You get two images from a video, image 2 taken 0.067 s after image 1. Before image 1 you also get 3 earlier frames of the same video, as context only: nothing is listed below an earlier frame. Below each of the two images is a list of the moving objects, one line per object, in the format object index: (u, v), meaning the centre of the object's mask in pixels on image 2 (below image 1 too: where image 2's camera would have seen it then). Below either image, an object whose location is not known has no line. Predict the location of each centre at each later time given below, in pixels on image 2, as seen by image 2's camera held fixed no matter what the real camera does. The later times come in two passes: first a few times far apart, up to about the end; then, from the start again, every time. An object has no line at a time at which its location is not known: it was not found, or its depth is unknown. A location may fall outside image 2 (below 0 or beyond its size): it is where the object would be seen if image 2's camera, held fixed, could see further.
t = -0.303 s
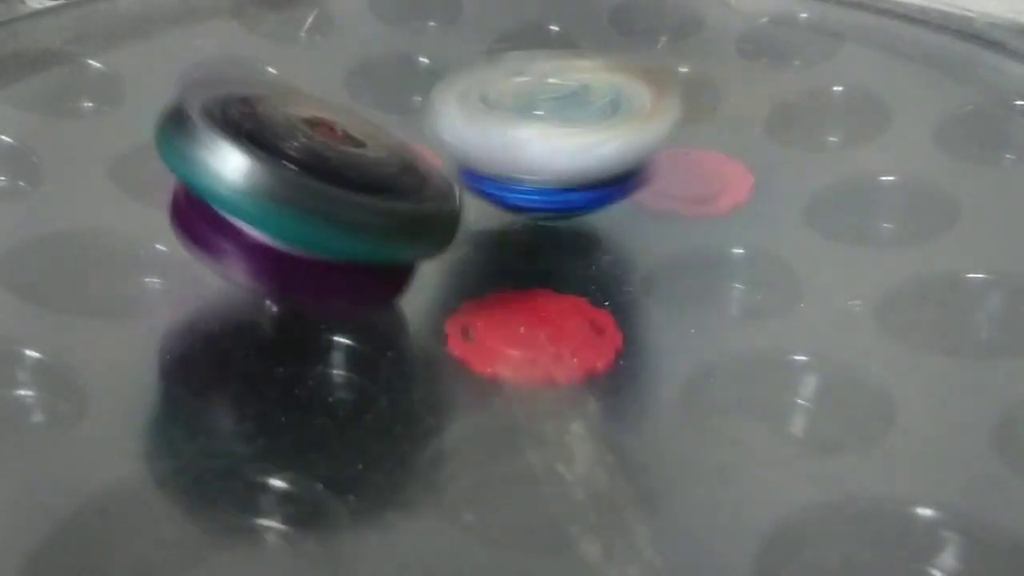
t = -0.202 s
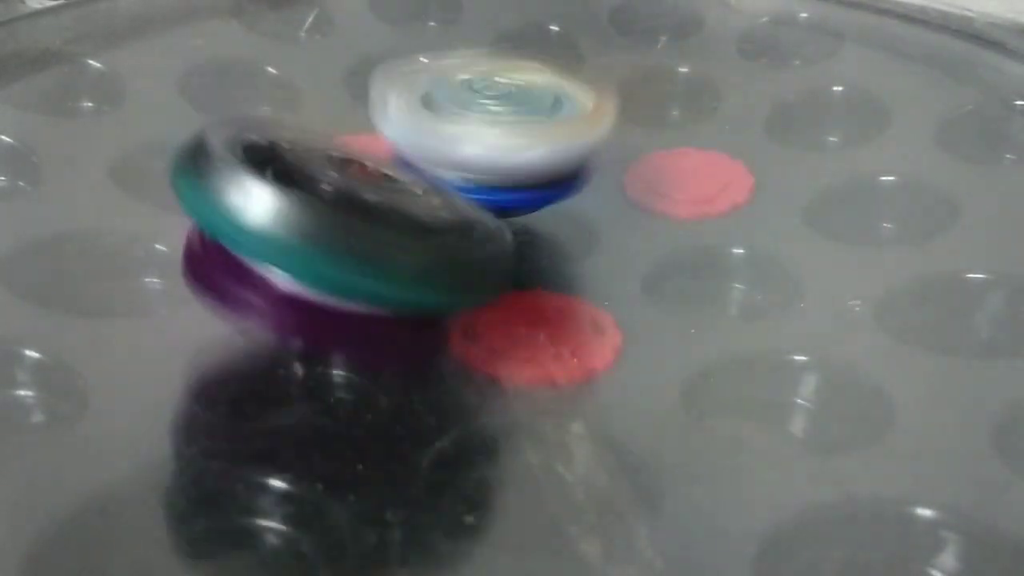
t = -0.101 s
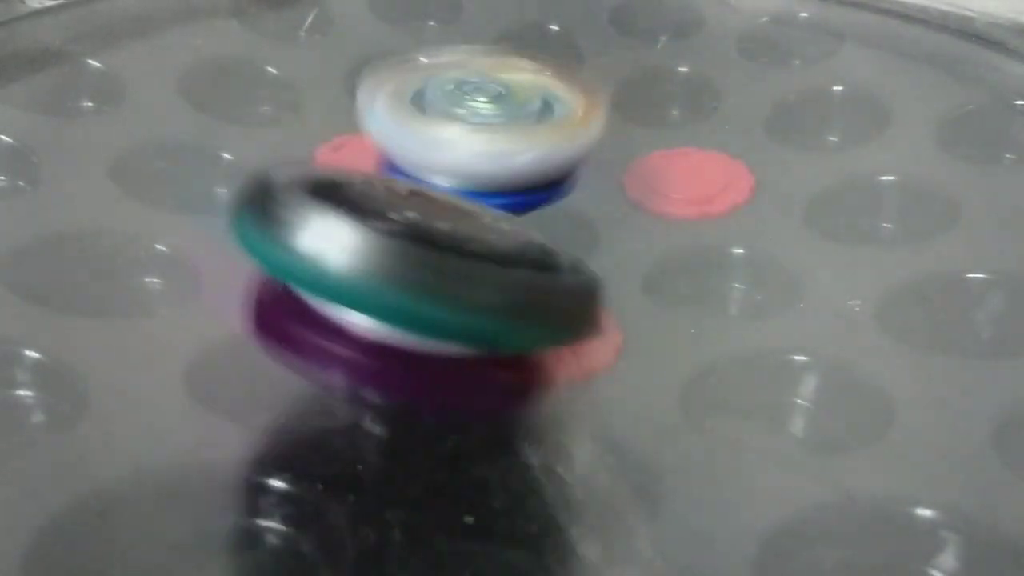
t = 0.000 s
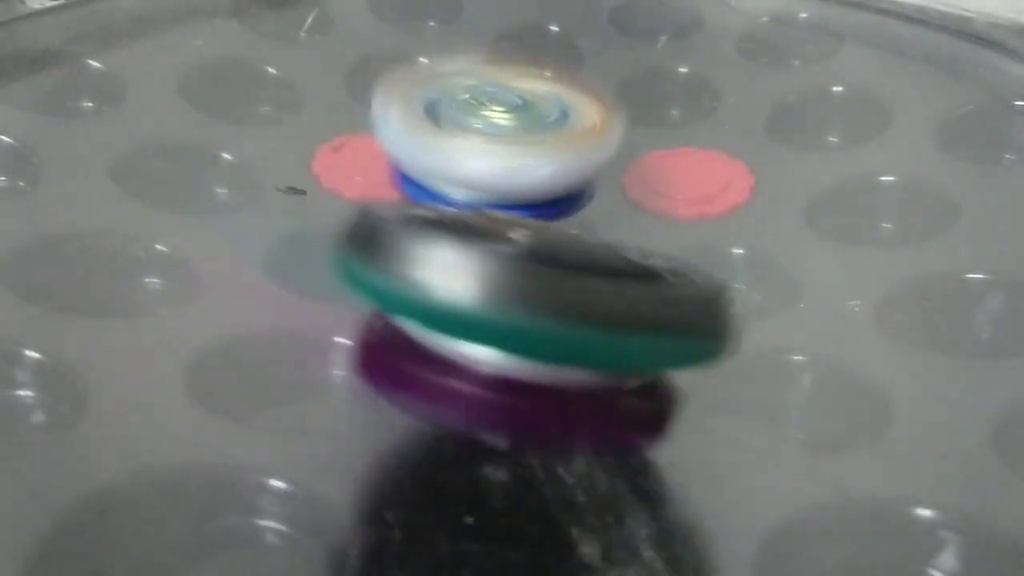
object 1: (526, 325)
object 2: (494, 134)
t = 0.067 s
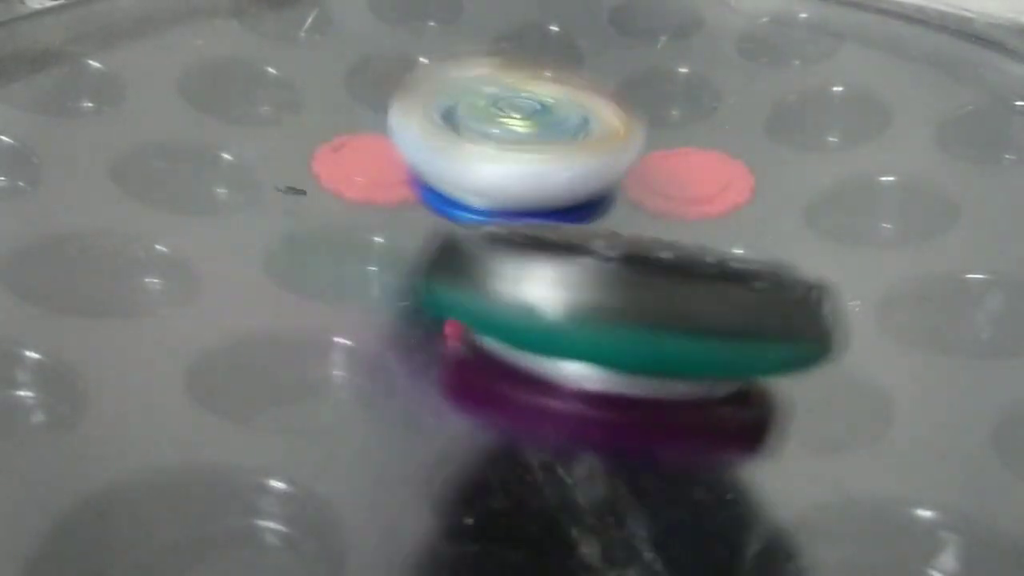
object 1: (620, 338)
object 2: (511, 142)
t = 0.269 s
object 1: (863, 330)
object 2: (583, 135)
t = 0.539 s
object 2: (570, 97)
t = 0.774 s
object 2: (530, 124)
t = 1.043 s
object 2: (632, 167)
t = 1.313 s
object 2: (622, 134)
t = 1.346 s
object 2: (590, 128)
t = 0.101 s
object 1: (668, 342)
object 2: (523, 144)
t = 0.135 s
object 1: (724, 346)
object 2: (536, 145)
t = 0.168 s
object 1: (768, 345)
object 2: (550, 145)
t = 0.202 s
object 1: (811, 342)
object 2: (564, 143)
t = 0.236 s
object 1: (843, 338)
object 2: (575, 139)
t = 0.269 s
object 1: (863, 330)
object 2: (583, 135)
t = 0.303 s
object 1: (878, 321)
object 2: (589, 130)
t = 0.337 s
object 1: (889, 311)
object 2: (592, 125)
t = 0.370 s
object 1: (901, 298)
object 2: (593, 118)
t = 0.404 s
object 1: (909, 285)
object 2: (592, 112)
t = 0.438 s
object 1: (917, 272)
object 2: (590, 107)
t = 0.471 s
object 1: (922, 261)
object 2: (585, 103)
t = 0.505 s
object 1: (924, 249)
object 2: (579, 100)
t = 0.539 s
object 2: (570, 97)
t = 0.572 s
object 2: (559, 96)
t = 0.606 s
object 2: (550, 97)
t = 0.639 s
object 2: (541, 100)
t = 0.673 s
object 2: (534, 106)
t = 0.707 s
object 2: (529, 112)
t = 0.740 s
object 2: (528, 117)
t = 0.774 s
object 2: (530, 124)
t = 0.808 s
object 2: (534, 132)
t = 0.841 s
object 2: (541, 139)
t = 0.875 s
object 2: (552, 147)
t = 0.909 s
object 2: (565, 155)
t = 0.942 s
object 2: (581, 161)
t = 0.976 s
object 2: (601, 164)
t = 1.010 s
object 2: (619, 166)
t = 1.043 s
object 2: (632, 167)
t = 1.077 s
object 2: (644, 162)
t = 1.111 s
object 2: (652, 160)
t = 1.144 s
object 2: (657, 156)
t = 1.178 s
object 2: (658, 150)
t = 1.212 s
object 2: (655, 147)
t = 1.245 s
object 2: (648, 141)
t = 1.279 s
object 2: (638, 137)
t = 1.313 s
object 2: (622, 134)
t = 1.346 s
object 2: (590, 128)
